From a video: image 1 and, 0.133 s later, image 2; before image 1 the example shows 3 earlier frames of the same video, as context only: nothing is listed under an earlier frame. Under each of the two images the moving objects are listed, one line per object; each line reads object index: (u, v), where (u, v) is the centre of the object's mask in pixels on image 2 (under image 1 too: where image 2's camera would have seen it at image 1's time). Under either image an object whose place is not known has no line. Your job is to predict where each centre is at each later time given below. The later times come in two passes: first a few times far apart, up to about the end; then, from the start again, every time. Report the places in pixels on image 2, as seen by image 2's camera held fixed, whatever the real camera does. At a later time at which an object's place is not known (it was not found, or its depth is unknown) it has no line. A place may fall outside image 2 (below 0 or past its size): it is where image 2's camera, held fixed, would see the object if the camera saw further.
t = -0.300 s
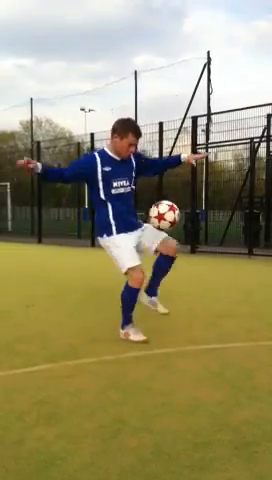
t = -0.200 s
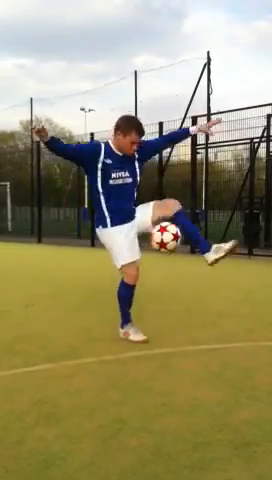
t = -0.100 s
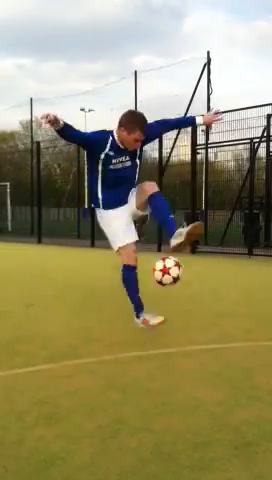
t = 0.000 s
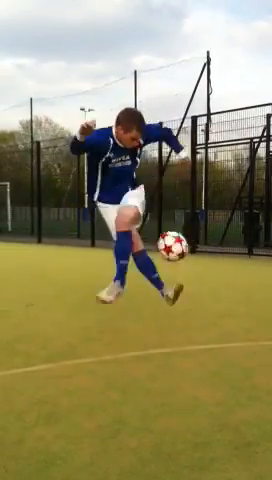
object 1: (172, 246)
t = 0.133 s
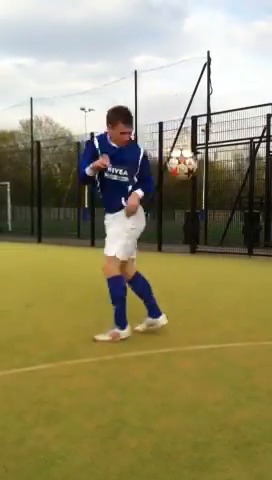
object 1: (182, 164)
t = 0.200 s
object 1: (186, 130)
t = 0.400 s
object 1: (197, 67)
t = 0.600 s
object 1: (207, 60)
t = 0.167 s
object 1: (184, 146)
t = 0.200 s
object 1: (186, 130)
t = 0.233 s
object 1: (187, 116)
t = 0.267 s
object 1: (189, 104)
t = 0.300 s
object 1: (191, 93)
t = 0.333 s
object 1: (194, 82)
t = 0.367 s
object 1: (195, 74)
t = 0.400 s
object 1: (197, 67)
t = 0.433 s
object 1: (199, 62)
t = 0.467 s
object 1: (201, 59)
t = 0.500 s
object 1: (203, 58)
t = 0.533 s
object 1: (204, 56)
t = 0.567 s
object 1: (205, 57)
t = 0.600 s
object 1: (207, 60)
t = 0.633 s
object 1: (208, 65)
